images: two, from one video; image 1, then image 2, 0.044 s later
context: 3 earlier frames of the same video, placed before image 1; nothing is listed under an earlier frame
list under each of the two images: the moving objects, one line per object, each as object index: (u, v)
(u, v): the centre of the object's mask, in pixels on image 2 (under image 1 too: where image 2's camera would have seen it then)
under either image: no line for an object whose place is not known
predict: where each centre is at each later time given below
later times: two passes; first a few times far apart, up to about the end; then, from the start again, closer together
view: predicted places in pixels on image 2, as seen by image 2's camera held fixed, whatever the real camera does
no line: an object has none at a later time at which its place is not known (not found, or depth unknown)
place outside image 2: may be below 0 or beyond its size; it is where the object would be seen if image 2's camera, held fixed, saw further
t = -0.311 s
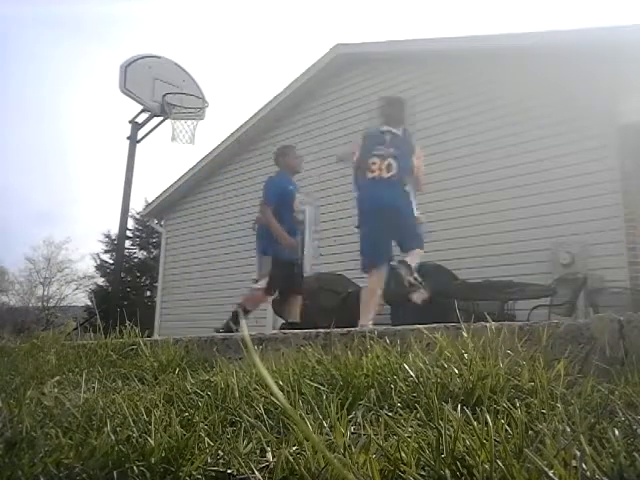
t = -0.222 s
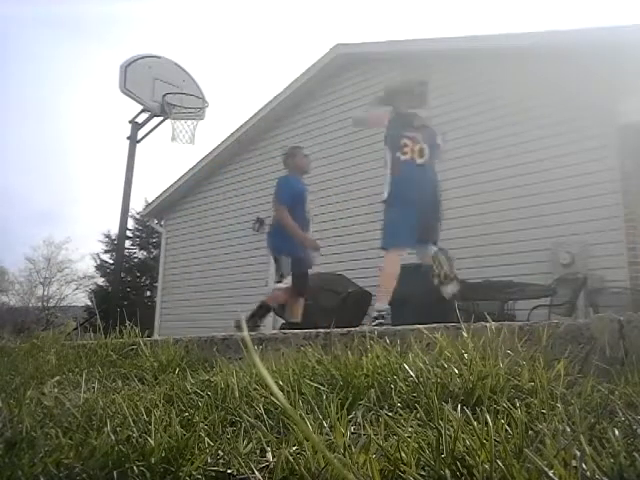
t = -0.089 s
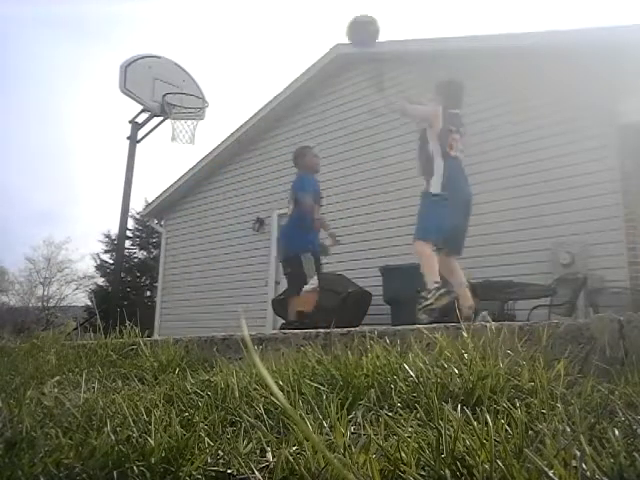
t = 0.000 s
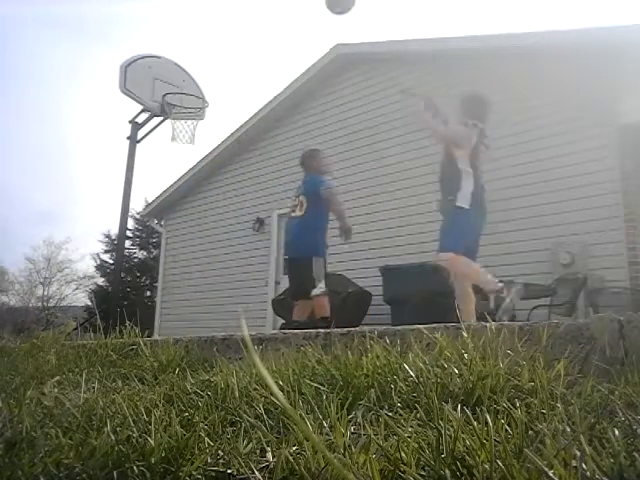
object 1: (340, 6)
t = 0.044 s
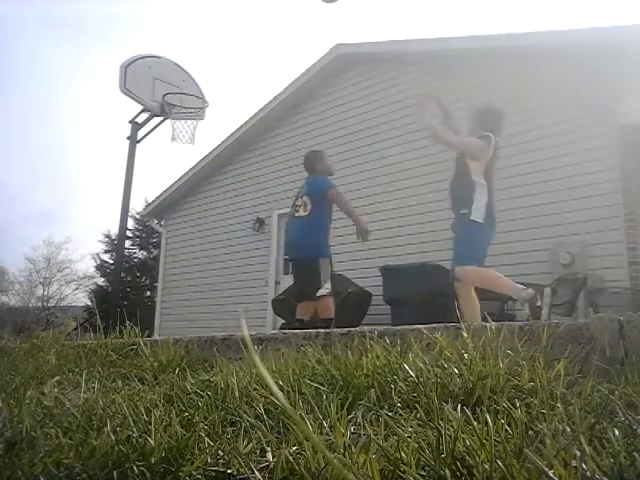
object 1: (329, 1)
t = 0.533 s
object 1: (237, 5)
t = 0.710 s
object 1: (208, 53)
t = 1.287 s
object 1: (174, 155)
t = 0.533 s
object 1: (237, 5)
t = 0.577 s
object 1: (229, 11)
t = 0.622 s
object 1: (222, 23)
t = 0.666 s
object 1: (215, 38)
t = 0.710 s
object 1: (208, 53)
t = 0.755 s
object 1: (201, 69)
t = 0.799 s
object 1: (194, 88)
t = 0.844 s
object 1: (185, 104)
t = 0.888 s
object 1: (182, 113)
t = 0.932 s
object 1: (175, 123)
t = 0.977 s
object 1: (172, 124)
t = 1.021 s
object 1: (172, 126)
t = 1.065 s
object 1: (173, 126)
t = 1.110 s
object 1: (173, 128)
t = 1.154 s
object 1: (174, 130)
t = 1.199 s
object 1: (174, 136)
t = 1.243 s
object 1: (174, 145)
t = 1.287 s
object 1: (174, 155)
